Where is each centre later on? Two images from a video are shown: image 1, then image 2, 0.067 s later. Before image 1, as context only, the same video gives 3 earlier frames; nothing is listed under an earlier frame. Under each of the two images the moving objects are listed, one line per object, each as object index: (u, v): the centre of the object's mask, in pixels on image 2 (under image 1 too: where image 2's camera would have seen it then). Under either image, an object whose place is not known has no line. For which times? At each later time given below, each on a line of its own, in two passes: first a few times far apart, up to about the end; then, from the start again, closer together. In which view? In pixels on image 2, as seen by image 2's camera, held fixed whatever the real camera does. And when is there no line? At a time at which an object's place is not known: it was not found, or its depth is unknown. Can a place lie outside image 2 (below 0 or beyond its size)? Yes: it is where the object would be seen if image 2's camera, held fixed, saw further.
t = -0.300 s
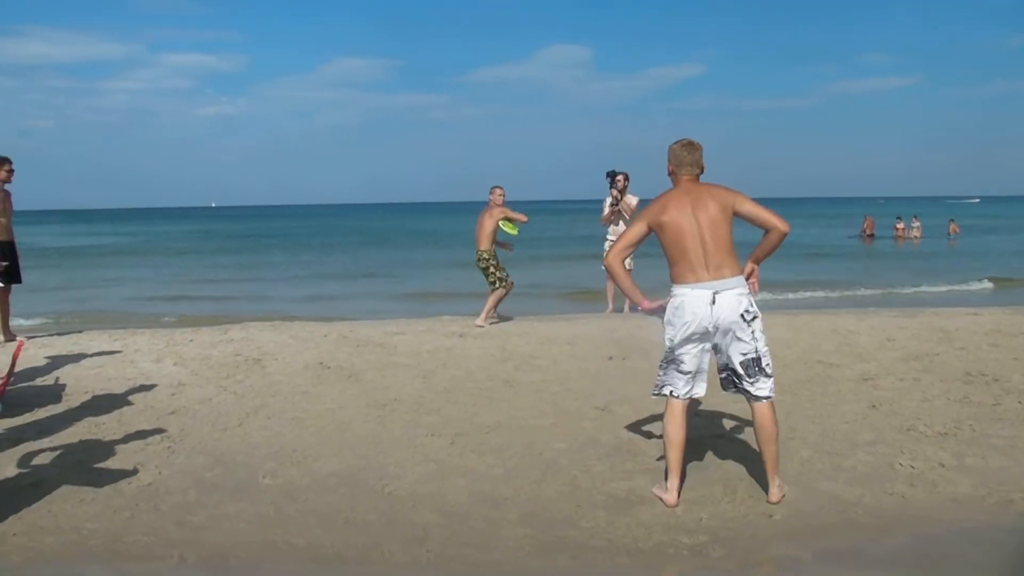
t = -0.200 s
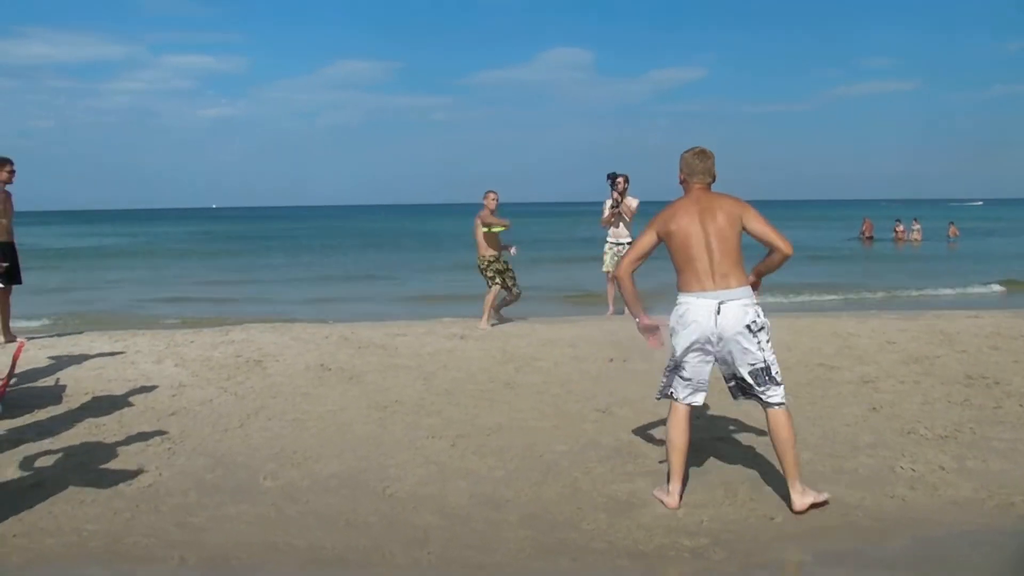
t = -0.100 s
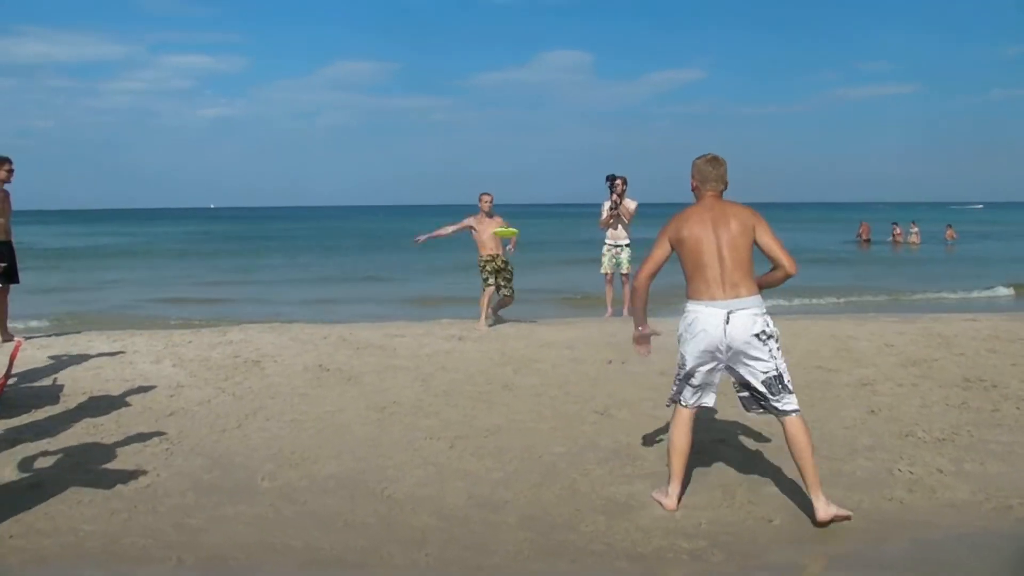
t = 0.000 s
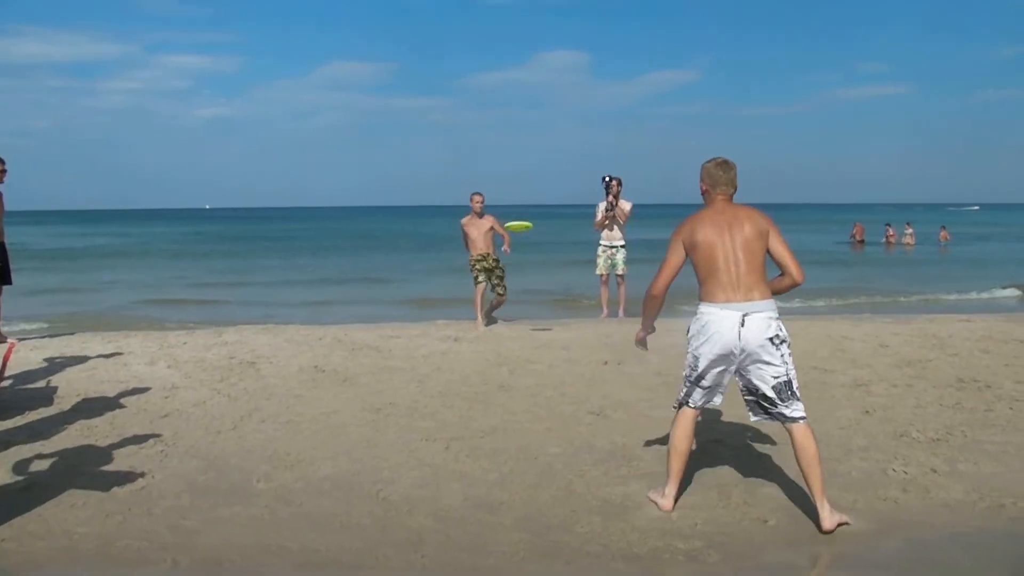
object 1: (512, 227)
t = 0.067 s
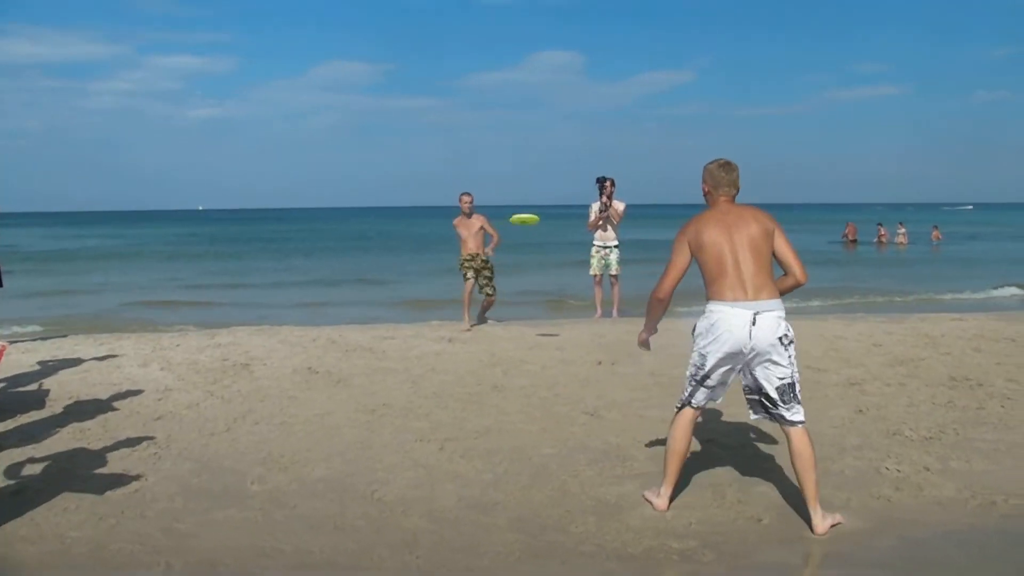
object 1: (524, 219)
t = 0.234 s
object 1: (557, 198)
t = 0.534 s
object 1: (633, 157)
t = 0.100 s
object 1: (530, 215)
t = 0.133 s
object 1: (537, 211)
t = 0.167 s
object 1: (542, 207)
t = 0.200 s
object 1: (550, 203)
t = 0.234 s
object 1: (557, 198)
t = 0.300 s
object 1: (572, 188)
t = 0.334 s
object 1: (579, 183)
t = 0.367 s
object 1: (589, 178)
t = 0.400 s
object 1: (597, 173)
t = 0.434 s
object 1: (605, 169)
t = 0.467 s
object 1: (614, 165)
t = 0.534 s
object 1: (633, 157)
